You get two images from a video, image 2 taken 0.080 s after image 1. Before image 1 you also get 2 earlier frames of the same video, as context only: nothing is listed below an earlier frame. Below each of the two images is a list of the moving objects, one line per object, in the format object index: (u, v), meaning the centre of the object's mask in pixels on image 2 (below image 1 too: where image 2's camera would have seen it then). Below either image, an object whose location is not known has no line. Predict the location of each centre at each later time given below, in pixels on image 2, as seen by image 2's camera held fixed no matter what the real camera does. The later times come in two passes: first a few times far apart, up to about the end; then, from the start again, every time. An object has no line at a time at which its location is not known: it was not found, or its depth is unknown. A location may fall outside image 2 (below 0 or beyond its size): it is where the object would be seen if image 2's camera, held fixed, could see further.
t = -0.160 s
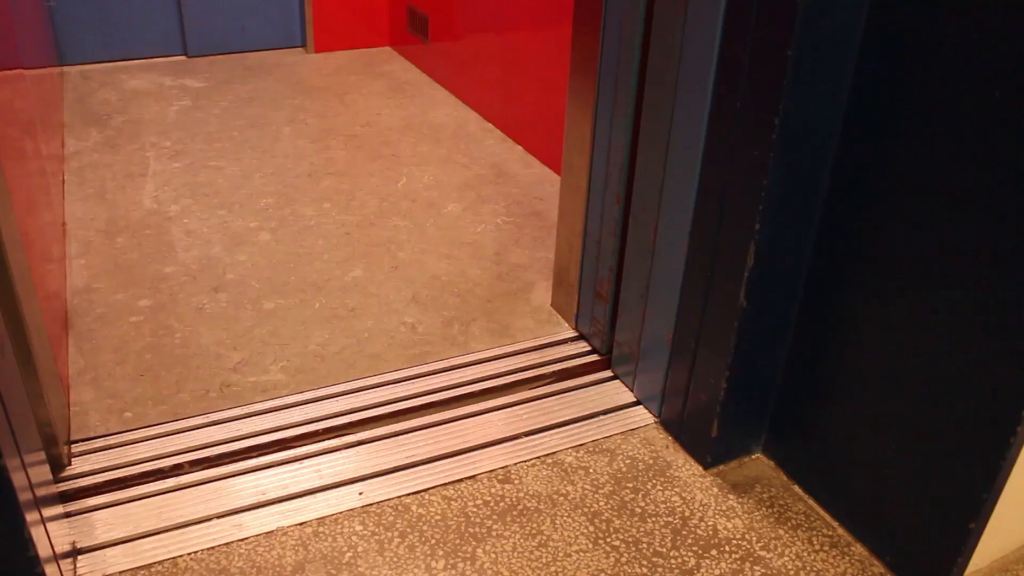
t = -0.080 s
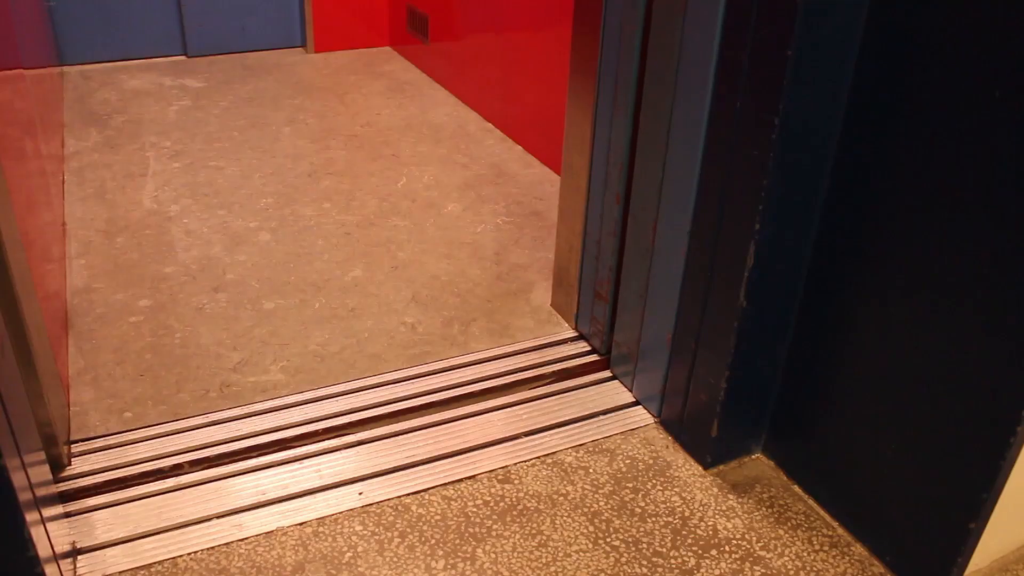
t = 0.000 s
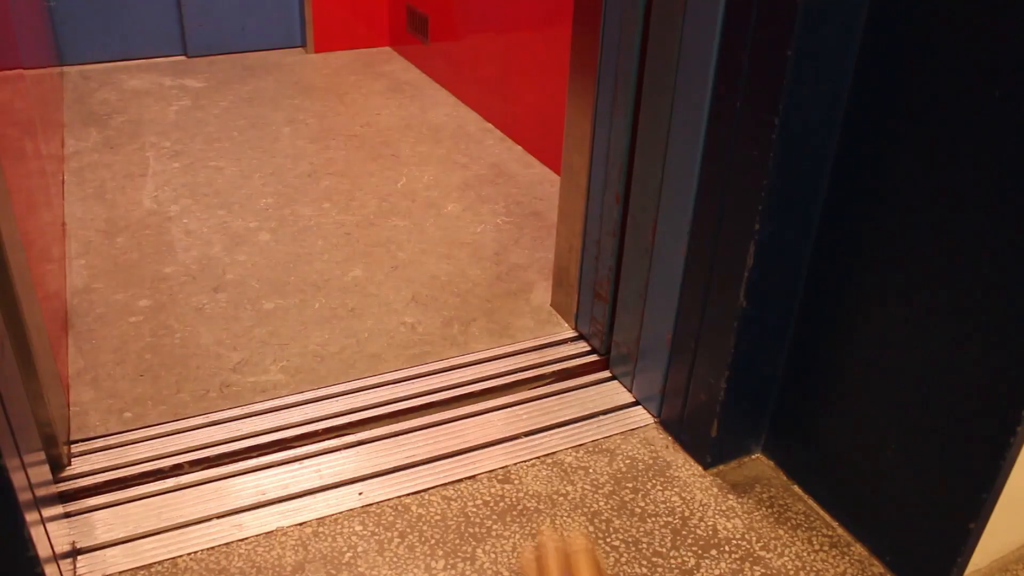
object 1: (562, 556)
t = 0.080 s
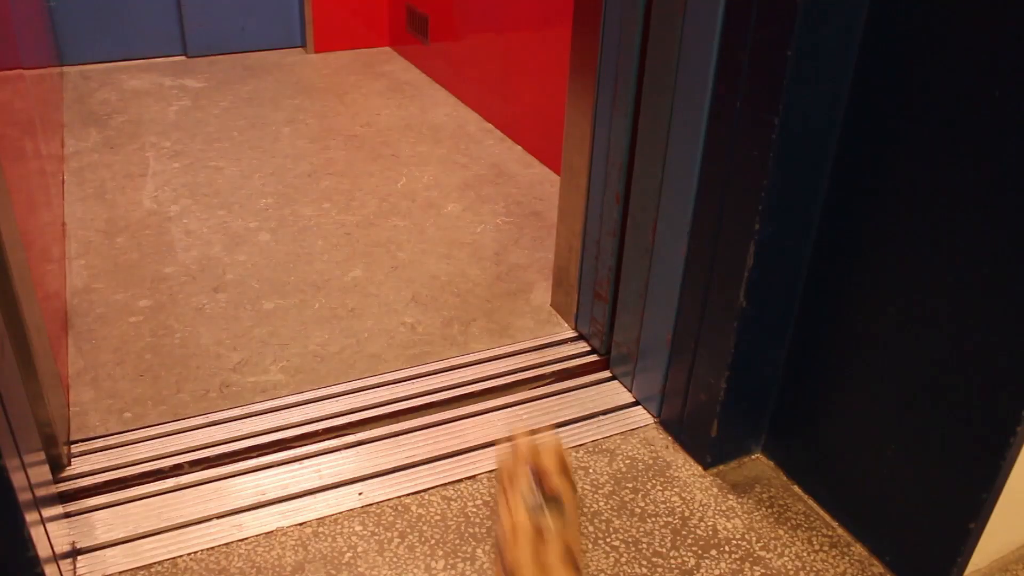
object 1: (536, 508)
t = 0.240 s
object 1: (486, 379)
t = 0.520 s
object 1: (450, 262)
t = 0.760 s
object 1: (442, 231)
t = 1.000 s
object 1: (442, 230)
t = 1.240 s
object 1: (442, 230)
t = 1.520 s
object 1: (442, 230)
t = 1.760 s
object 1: (442, 230)
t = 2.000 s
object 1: (442, 230)
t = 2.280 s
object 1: (442, 230)
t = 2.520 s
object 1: (442, 230)
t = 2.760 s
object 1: (442, 230)
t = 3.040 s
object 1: (442, 230)
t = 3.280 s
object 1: (442, 230)
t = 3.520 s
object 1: (442, 230)
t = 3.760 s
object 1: (442, 230)
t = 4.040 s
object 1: (442, 230)
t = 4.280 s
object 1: (442, 230)
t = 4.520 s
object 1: (441, 230)
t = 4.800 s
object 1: (442, 230)
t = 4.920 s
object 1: (442, 230)
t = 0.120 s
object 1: (521, 481)
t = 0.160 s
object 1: (508, 443)
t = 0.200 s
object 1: (497, 408)
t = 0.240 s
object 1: (486, 379)
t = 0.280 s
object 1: (479, 353)
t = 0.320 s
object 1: (472, 332)
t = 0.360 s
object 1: (465, 314)
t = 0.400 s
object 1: (460, 299)
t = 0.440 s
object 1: (456, 285)
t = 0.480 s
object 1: (453, 274)
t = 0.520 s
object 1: (450, 262)
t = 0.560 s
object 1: (448, 254)
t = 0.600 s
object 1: (446, 247)
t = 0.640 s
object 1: (444, 241)
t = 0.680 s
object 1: (443, 237)
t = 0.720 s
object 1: (442, 234)
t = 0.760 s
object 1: (442, 231)
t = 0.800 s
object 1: (442, 230)
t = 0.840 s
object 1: (442, 230)
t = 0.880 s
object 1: (442, 230)
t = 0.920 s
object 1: (442, 230)
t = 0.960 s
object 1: (442, 230)
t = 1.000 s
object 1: (442, 230)
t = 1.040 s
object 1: (442, 230)
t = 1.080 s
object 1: (442, 230)
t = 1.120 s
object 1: (442, 230)
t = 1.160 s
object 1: (442, 230)
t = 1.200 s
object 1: (442, 230)
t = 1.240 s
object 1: (442, 230)
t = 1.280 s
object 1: (442, 230)
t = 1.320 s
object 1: (442, 230)
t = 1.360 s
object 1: (442, 230)
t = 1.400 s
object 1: (442, 230)
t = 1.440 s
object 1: (442, 230)
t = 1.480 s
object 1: (442, 230)
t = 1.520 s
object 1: (442, 230)
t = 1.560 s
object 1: (442, 230)
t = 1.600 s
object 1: (442, 230)
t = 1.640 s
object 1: (442, 230)
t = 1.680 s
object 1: (442, 230)
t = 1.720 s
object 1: (442, 230)
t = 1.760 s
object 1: (442, 230)
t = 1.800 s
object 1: (442, 230)
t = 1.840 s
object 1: (442, 230)
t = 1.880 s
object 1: (442, 230)
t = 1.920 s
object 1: (442, 230)
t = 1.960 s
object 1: (442, 230)
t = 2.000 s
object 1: (442, 230)
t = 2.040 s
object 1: (442, 230)
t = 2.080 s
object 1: (442, 230)
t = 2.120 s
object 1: (442, 230)
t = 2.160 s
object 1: (442, 230)
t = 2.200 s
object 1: (442, 230)
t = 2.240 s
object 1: (442, 230)
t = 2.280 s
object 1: (442, 230)
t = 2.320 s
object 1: (442, 230)
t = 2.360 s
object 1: (442, 230)
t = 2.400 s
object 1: (442, 230)
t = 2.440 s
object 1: (442, 230)
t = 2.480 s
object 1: (442, 230)
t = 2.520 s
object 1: (442, 230)
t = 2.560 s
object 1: (442, 230)
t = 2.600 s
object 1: (442, 230)
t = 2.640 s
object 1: (442, 230)
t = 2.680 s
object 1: (442, 230)
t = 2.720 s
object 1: (442, 230)
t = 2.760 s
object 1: (442, 230)
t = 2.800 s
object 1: (442, 230)
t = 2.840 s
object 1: (442, 230)
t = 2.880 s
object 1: (442, 230)
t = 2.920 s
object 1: (442, 230)
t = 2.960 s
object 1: (442, 230)
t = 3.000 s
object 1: (442, 230)
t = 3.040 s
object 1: (442, 230)
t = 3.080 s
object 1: (442, 230)
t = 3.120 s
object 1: (442, 230)
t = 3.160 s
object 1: (442, 230)
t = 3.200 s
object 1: (442, 230)
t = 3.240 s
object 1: (442, 230)
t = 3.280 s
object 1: (442, 230)
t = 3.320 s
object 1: (442, 230)
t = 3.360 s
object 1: (442, 230)
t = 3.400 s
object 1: (442, 230)
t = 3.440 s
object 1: (442, 230)
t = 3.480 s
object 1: (442, 230)
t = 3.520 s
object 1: (442, 230)
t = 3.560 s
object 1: (442, 230)
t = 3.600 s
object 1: (442, 230)
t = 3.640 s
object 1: (442, 230)
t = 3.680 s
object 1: (442, 230)
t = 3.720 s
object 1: (442, 230)
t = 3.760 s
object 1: (442, 230)
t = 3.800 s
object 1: (442, 230)
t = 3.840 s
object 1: (442, 230)
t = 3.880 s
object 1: (442, 230)
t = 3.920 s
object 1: (442, 230)
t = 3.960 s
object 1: (442, 230)
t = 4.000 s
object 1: (442, 230)
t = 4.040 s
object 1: (442, 230)
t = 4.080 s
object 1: (442, 230)
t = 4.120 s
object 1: (442, 230)
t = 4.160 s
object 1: (442, 230)
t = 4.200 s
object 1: (442, 230)
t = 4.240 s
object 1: (442, 230)
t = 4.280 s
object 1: (442, 230)
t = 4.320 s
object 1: (442, 230)
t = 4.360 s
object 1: (442, 230)
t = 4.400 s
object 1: (442, 230)
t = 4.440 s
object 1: (442, 230)
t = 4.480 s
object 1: (442, 230)
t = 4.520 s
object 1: (441, 230)
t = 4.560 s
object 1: (442, 230)
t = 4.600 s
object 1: (442, 230)
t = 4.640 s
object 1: (442, 230)
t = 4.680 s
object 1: (442, 230)
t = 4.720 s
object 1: (442, 230)
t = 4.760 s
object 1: (442, 230)
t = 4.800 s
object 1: (442, 230)
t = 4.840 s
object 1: (441, 230)
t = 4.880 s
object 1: (442, 230)
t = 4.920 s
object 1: (442, 230)
